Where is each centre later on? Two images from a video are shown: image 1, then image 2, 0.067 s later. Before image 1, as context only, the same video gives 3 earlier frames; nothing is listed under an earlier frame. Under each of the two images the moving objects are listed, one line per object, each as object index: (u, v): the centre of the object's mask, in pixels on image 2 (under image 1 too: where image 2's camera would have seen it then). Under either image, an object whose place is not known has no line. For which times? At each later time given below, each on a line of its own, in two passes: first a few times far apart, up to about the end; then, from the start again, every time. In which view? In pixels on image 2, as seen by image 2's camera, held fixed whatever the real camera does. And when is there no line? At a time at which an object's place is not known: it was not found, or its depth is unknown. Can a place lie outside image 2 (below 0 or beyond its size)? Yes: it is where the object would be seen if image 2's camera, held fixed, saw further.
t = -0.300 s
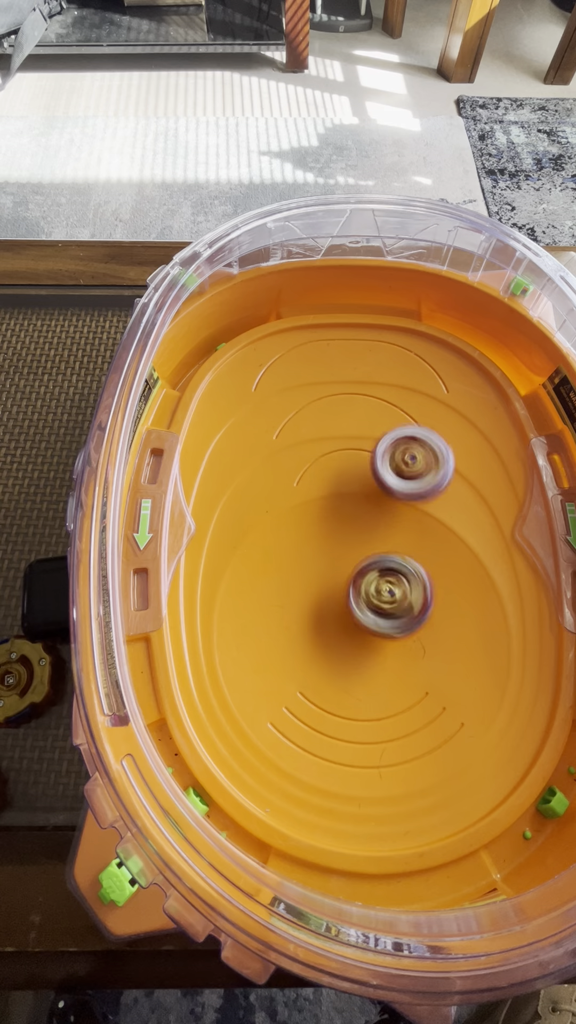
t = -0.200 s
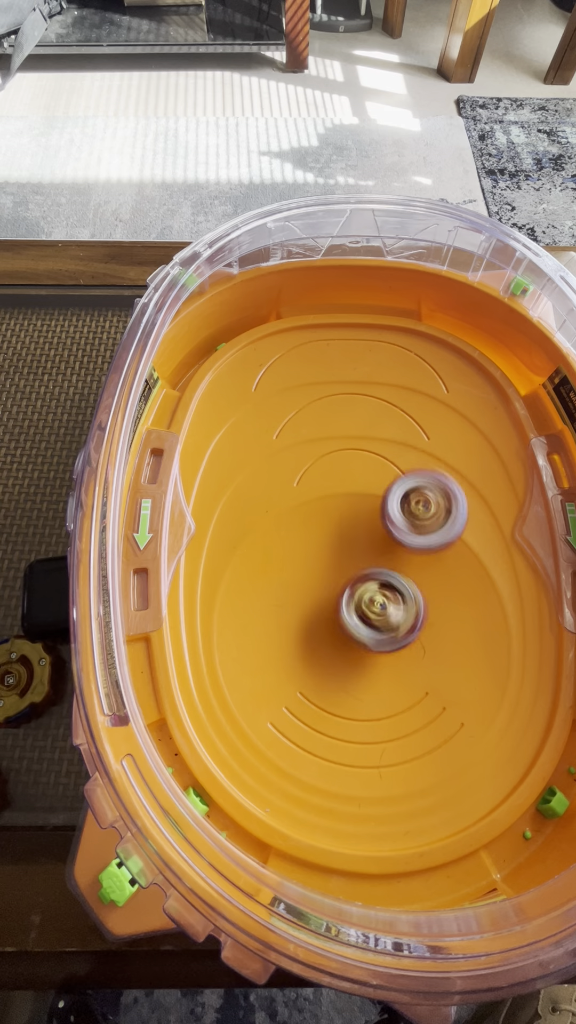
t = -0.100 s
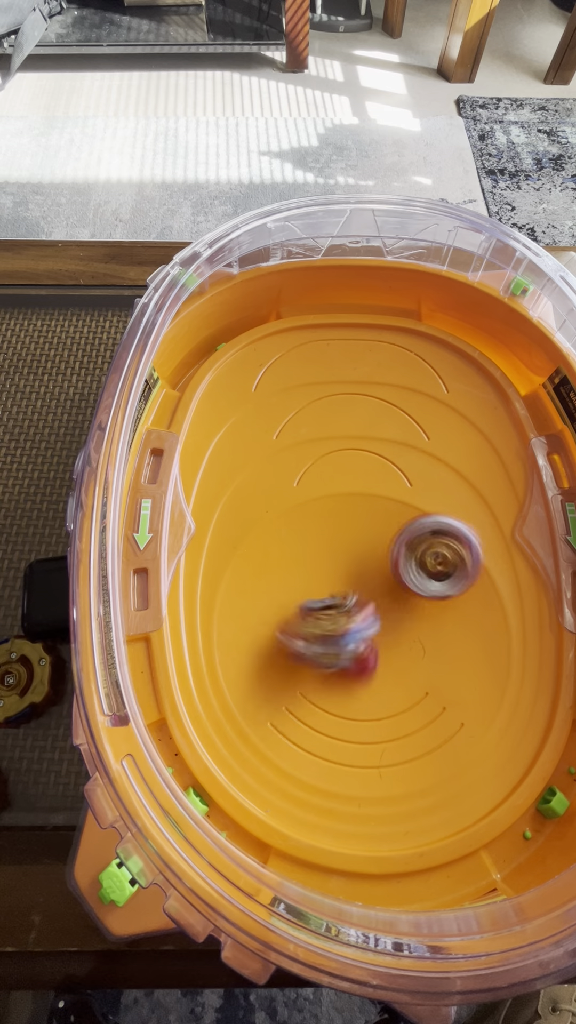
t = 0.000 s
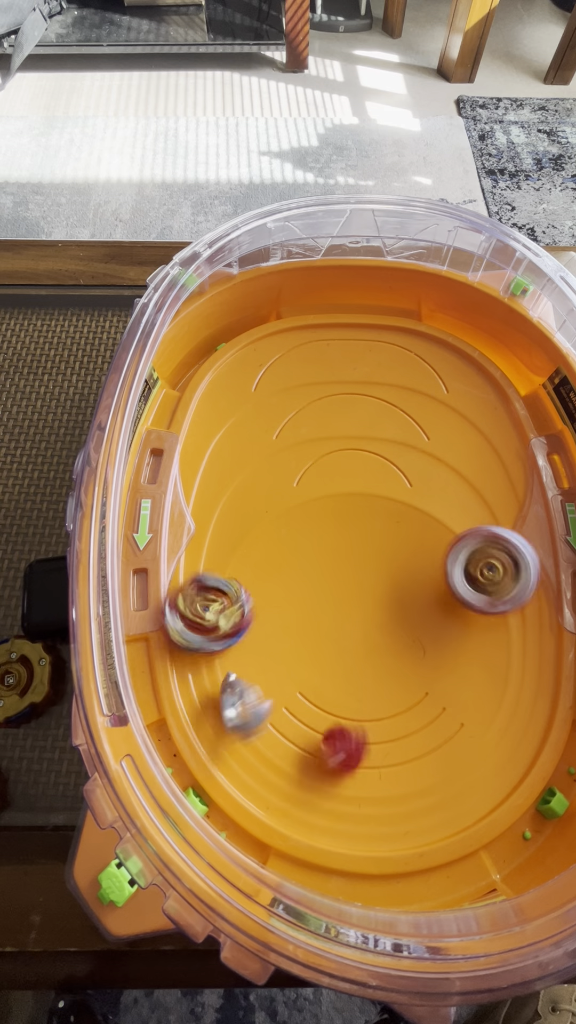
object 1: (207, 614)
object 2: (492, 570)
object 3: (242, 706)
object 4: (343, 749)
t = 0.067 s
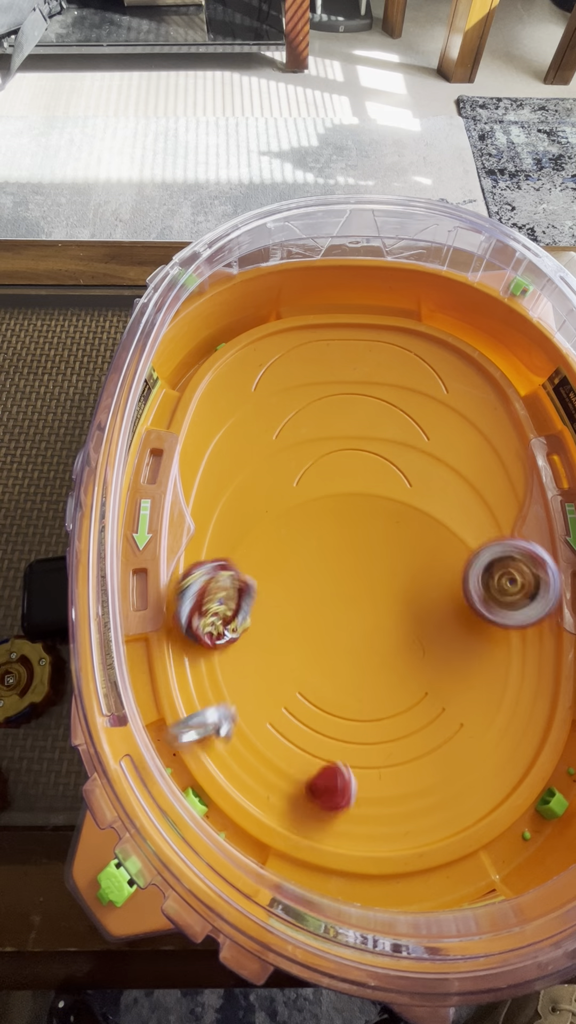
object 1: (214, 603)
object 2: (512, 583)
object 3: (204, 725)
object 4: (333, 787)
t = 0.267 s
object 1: (317, 591)
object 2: (529, 633)
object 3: (189, 748)
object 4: (328, 799)
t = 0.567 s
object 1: (361, 599)
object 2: (400, 697)
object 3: (189, 748)
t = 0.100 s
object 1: (230, 598)
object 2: (520, 590)
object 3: (195, 735)
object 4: (332, 799)
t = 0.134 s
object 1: (247, 595)
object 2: (527, 601)
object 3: (186, 744)
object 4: (330, 808)
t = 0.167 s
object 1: (265, 592)
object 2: (531, 609)
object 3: (182, 750)
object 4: (325, 814)
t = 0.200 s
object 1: (283, 590)
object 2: (532, 617)
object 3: (189, 749)
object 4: (325, 812)
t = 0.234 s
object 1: (300, 590)
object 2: (533, 626)
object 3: (189, 747)
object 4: (326, 808)
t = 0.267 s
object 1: (317, 591)
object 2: (529, 633)
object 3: (189, 748)
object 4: (328, 799)
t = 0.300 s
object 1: (331, 592)
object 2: (525, 643)
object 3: (189, 748)
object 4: (329, 789)
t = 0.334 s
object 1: (342, 594)
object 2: (515, 653)
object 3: (189, 748)
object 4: (329, 775)
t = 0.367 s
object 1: (350, 597)
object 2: (502, 664)
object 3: (189, 748)
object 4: (330, 759)
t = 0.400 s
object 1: (355, 599)
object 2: (488, 672)
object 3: (189, 748)
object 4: (333, 742)
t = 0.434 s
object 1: (358, 602)
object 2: (471, 682)
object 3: (189, 748)
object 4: (339, 718)
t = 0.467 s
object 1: (360, 604)
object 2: (456, 687)
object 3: (189, 748)
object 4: (344, 696)
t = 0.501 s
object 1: (360, 605)
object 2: (436, 693)
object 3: (189, 748)
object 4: (345, 675)
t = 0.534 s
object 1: (361, 603)
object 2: (419, 695)
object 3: (189, 748)
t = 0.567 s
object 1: (361, 599)
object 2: (400, 697)
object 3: (189, 748)
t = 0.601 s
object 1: (361, 592)
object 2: (387, 702)
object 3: (189, 748)
